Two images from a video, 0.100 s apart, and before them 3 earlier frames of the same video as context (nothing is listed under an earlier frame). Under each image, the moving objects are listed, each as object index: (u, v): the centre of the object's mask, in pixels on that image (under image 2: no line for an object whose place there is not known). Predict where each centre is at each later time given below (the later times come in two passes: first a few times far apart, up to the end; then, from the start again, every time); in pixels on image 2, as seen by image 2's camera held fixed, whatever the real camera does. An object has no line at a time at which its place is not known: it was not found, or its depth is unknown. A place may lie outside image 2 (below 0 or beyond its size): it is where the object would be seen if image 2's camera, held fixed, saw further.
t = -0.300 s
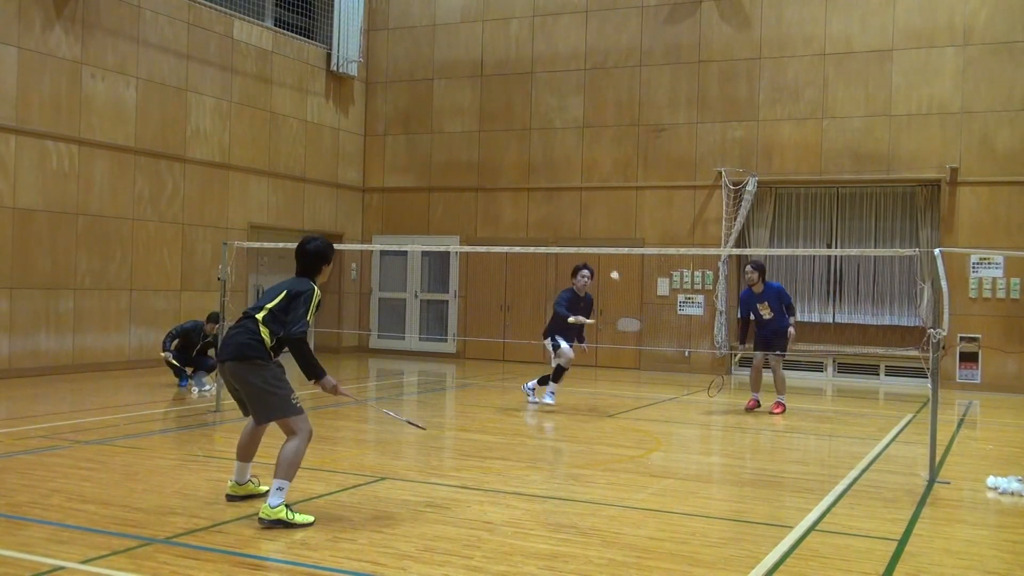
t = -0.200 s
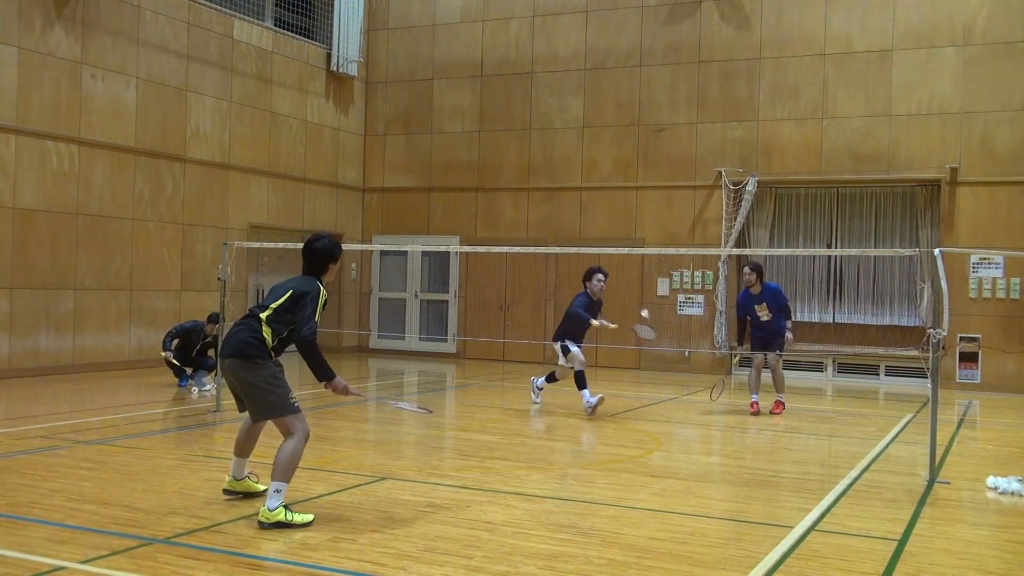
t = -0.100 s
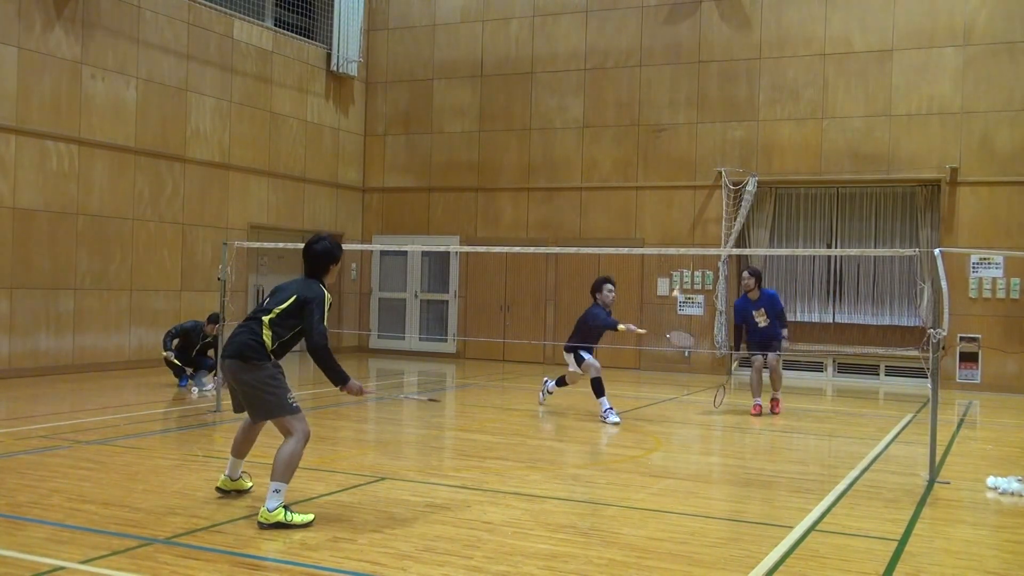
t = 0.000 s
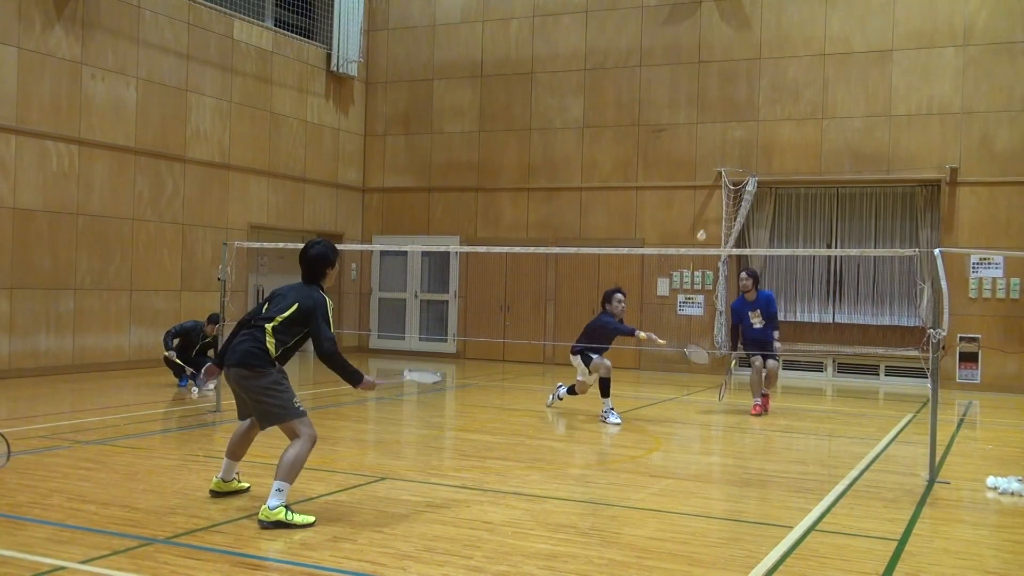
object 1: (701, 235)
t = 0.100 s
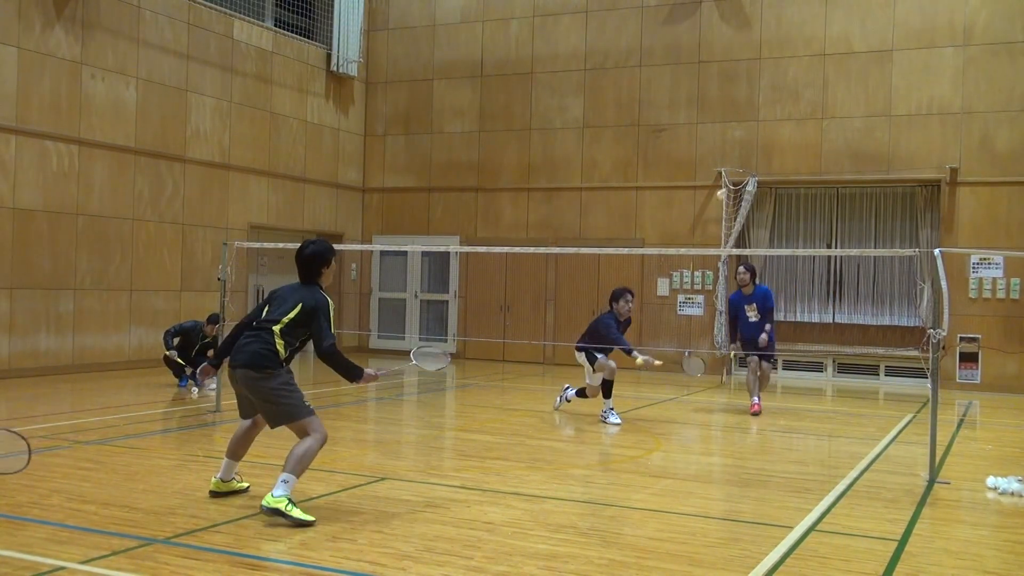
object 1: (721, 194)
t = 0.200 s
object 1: (743, 166)
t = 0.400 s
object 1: (785, 147)
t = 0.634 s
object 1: (827, 197)
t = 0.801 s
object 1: (852, 293)
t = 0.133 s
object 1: (727, 183)
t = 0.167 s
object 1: (736, 174)
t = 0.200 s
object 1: (743, 166)
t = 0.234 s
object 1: (750, 160)
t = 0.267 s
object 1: (758, 155)
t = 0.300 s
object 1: (765, 150)
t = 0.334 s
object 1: (771, 148)
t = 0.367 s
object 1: (779, 147)
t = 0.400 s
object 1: (785, 147)
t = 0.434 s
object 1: (792, 149)
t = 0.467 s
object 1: (798, 152)
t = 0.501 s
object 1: (805, 157)
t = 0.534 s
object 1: (810, 164)
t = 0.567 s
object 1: (817, 174)
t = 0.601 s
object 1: (822, 185)
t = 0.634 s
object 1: (827, 197)
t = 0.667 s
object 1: (832, 213)
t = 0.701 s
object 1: (838, 230)
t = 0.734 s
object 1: (842, 249)
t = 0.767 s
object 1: (847, 271)
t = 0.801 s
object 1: (852, 293)
